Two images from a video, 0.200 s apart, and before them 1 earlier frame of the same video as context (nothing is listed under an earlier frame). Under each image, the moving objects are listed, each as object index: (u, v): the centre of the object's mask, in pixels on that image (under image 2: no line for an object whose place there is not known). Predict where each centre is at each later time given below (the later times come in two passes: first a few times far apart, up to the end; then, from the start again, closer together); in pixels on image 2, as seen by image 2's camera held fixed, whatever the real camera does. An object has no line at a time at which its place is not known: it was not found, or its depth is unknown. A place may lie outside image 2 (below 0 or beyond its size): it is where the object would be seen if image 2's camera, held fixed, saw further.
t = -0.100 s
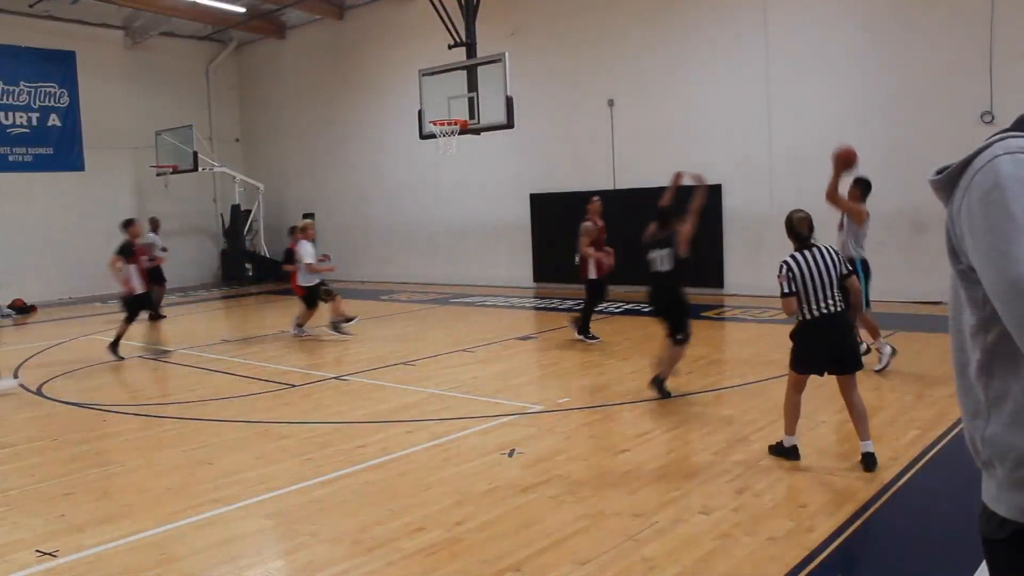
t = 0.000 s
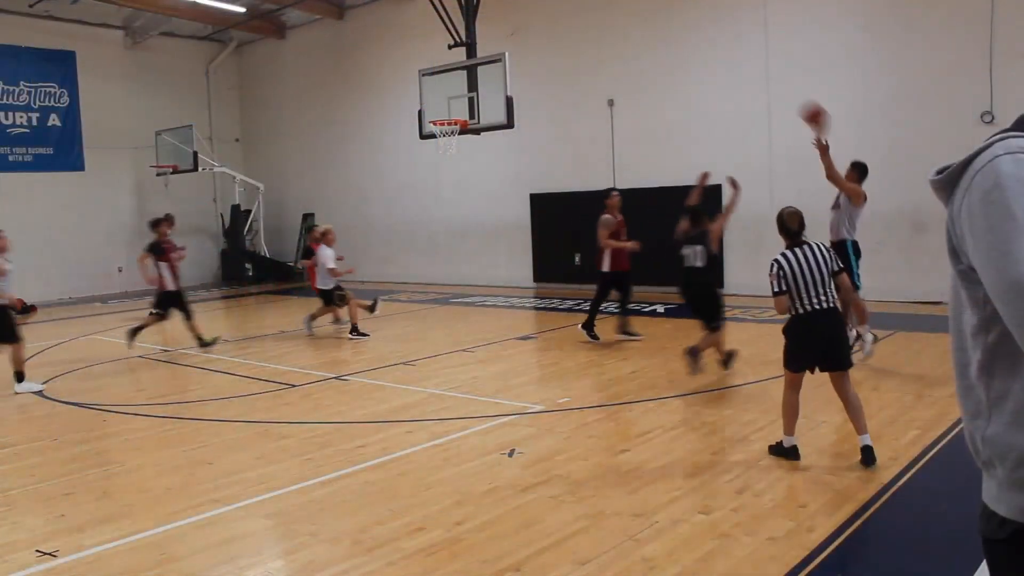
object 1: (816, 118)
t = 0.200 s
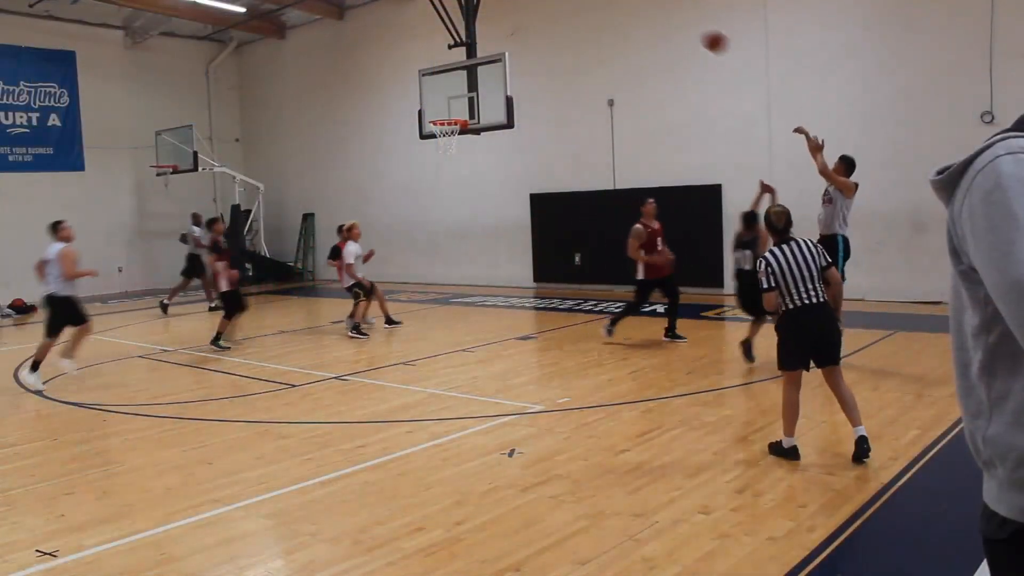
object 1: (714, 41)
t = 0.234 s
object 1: (699, 34)
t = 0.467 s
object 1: (605, 8)
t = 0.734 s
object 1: (519, 31)
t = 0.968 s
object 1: (456, 88)
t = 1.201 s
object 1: (396, 121)
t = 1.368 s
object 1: (349, 145)
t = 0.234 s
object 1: (699, 34)
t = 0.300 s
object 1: (670, 20)
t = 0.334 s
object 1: (656, 16)
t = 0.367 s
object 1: (643, 12)
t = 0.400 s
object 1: (630, 10)
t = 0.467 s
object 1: (605, 8)
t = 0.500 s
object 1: (593, 8)
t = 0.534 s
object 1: (581, 9)
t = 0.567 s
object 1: (570, 10)
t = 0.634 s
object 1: (548, 17)
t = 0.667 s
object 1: (538, 20)
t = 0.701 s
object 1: (528, 25)
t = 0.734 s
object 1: (519, 31)
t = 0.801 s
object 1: (500, 43)
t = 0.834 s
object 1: (491, 51)
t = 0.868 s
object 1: (480, 59)
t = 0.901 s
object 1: (472, 68)
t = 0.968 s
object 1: (456, 88)
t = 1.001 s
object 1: (449, 98)
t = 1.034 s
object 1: (441, 109)
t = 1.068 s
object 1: (433, 116)
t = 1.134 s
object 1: (414, 117)
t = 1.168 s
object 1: (406, 119)
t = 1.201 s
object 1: (396, 121)
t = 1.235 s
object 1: (387, 124)
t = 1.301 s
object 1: (369, 133)
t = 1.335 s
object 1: (359, 138)
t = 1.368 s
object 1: (349, 145)
